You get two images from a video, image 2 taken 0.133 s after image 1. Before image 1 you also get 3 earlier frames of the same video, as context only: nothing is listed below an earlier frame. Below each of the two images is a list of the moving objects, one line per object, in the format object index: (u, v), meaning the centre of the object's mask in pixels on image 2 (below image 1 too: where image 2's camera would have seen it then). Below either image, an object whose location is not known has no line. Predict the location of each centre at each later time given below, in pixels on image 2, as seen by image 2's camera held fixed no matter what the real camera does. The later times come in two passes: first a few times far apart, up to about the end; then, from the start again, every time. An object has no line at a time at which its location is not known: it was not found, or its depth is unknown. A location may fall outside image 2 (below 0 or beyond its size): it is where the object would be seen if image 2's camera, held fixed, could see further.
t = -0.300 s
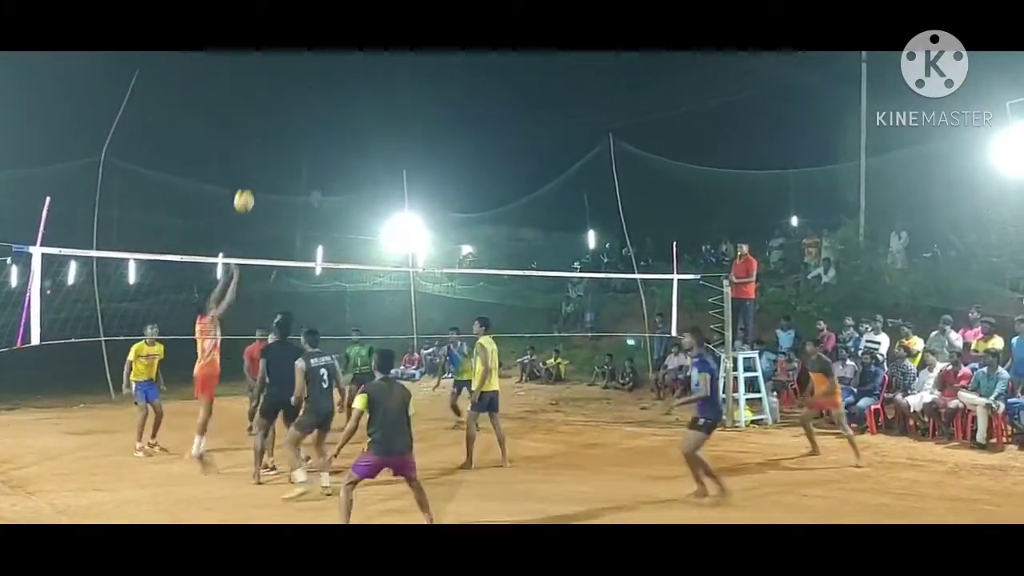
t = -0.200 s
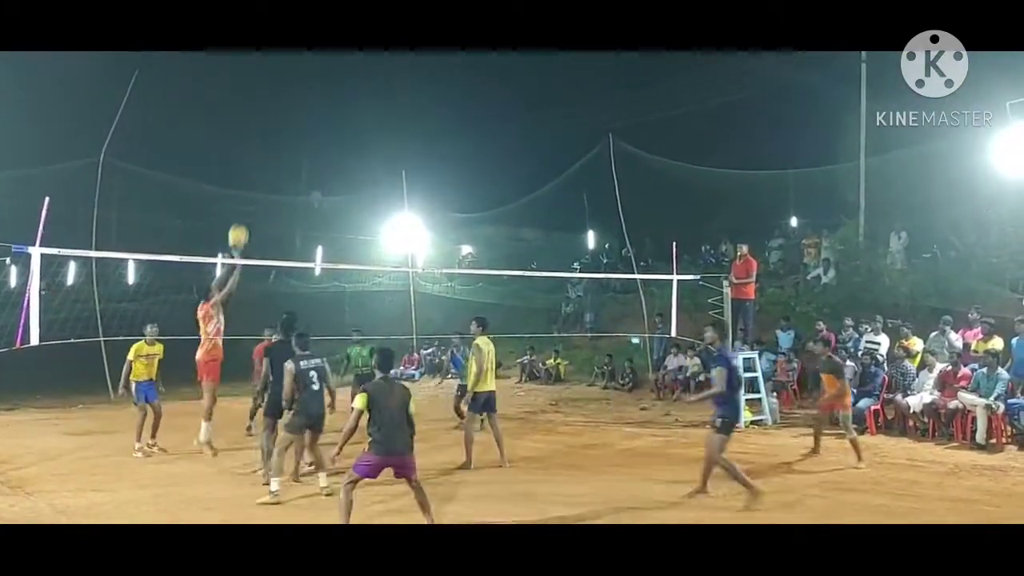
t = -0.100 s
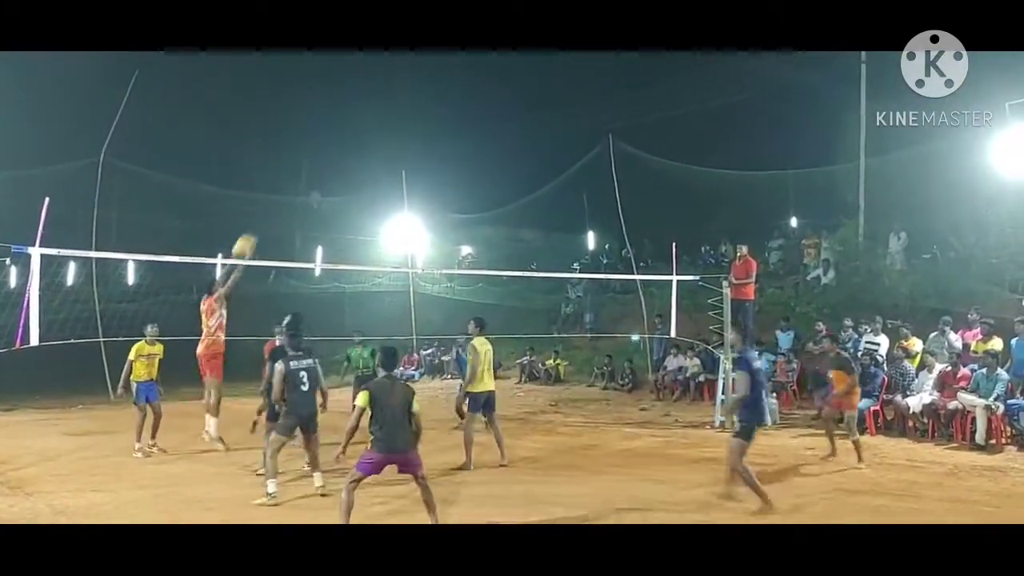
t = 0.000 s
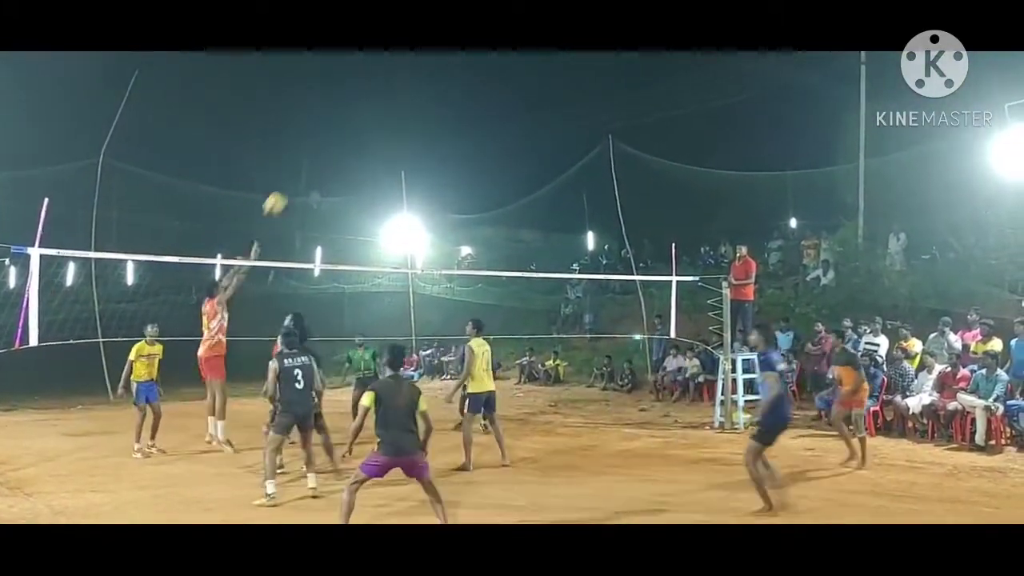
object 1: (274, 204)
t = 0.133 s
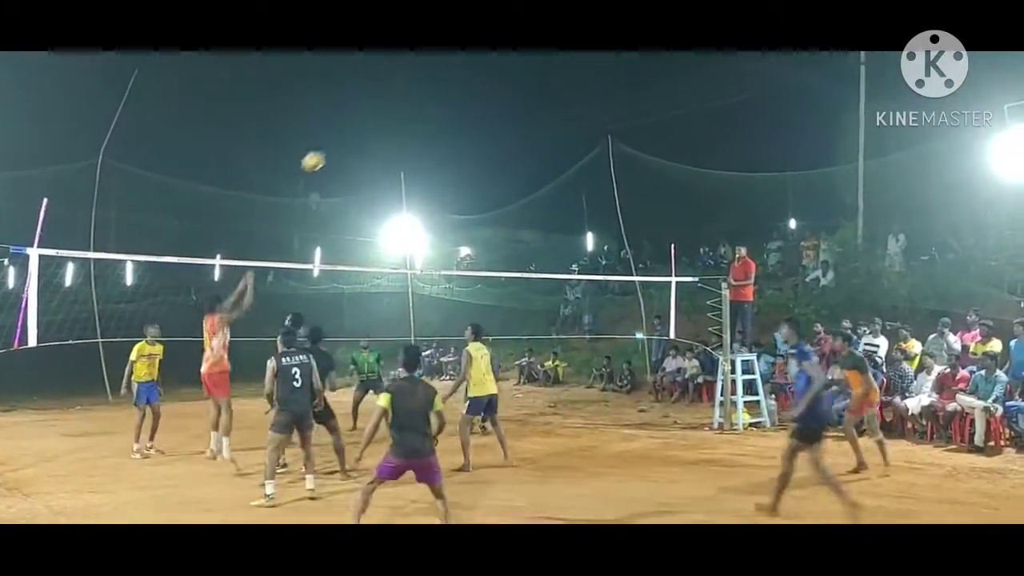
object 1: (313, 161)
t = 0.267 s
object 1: (350, 135)
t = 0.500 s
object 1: (409, 122)
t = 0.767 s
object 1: (468, 155)
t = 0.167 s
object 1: (322, 153)
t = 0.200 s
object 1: (331, 147)
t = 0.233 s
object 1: (341, 140)
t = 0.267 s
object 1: (350, 135)
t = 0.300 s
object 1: (358, 130)
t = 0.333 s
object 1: (366, 127)
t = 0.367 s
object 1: (376, 124)
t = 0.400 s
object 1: (384, 122)
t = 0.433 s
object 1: (393, 121)
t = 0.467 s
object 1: (401, 121)
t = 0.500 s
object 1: (409, 122)
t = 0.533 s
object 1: (417, 123)
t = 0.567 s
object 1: (425, 125)
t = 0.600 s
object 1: (433, 128)
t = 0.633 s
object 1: (440, 132)
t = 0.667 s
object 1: (447, 137)
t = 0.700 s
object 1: (454, 142)
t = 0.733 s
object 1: (461, 148)
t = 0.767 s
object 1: (468, 155)
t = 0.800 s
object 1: (475, 163)
